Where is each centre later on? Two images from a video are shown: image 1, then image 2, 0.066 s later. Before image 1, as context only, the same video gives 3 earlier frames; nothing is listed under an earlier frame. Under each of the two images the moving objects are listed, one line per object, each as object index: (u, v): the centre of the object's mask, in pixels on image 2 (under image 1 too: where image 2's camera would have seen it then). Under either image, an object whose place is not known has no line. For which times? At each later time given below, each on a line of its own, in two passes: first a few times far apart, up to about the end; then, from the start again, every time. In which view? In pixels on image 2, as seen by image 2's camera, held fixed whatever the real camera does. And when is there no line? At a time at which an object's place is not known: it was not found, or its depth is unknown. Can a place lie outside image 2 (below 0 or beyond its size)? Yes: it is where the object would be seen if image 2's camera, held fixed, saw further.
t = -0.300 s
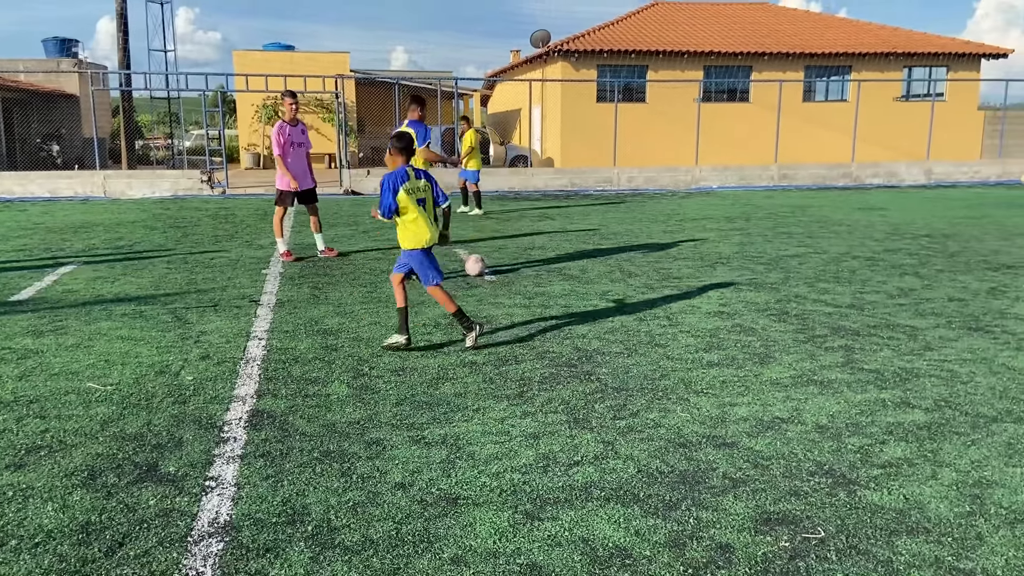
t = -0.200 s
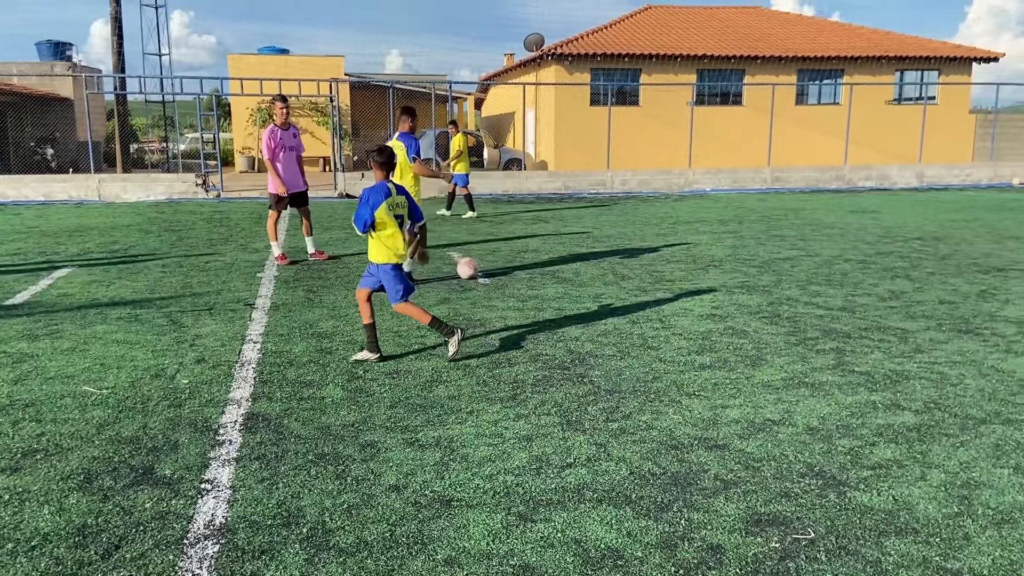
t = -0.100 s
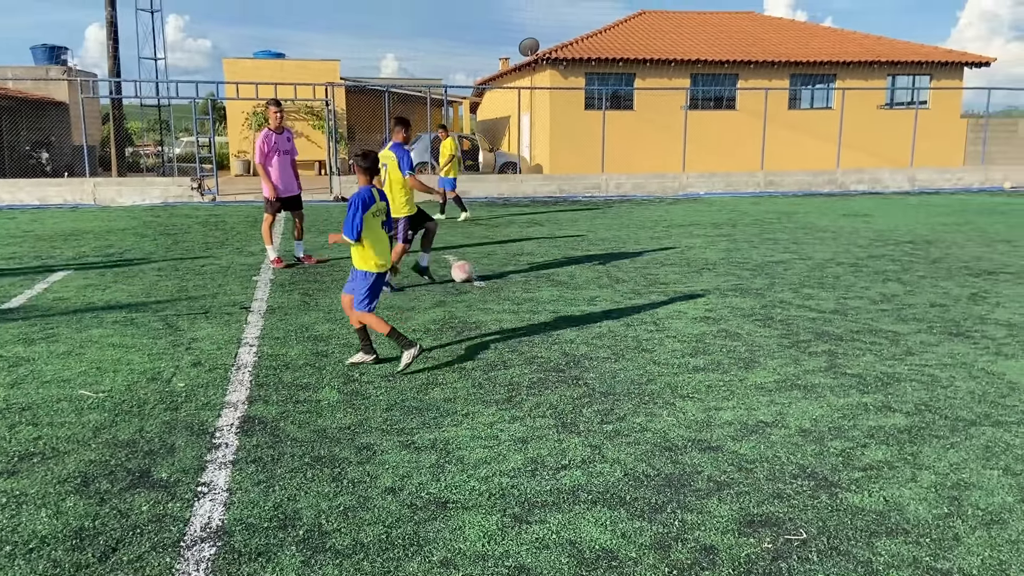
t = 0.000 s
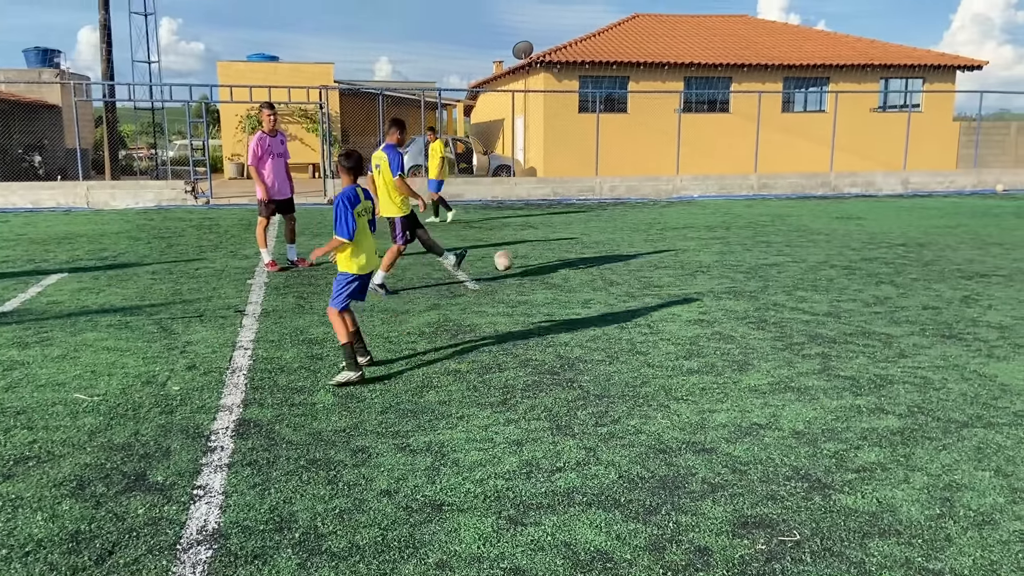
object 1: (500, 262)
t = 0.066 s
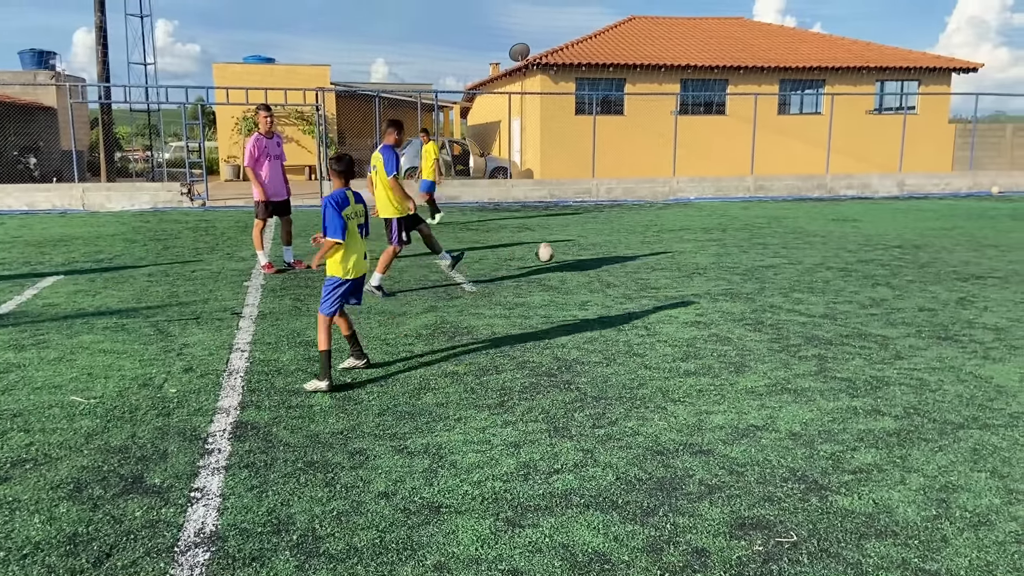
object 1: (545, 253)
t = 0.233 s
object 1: (642, 245)
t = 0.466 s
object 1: (735, 236)
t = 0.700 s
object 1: (797, 227)
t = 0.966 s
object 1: (851, 225)
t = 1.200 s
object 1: (891, 222)
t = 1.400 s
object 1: (921, 220)
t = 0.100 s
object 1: (565, 249)
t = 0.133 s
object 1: (585, 246)
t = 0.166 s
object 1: (605, 245)
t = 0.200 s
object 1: (623, 244)
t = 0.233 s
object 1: (642, 245)
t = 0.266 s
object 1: (659, 247)
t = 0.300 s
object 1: (674, 249)
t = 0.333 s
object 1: (688, 246)
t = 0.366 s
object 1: (700, 242)
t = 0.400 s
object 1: (712, 239)
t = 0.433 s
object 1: (723, 237)
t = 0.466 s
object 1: (735, 236)
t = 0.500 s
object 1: (745, 237)
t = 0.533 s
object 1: (756, 237)
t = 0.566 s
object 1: (766, 238)
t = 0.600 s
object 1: (774, 236)
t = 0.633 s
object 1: (782, 232)
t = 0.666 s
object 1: (790, 229)
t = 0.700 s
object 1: (797, 227)
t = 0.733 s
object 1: (804, 227)
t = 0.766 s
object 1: (811, 226)
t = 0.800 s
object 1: (818, 227)
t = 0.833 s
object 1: (825, 228)
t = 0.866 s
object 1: (831, 230)
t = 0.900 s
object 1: (838, 229)
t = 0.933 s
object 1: (844, 227)
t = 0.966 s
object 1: (851, 225)
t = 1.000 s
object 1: (857, 225)
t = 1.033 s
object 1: (862, 224)
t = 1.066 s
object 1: (869, 225)
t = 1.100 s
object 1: (874, 226)
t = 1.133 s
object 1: (880, 226)
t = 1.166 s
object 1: (885, 224)
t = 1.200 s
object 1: (891, 222)
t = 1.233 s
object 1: (897, 221)
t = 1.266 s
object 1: (901, 222)
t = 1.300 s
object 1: (906, 222)
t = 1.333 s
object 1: (911, 223)
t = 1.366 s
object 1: (917, 222)
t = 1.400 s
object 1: (921, 220)
